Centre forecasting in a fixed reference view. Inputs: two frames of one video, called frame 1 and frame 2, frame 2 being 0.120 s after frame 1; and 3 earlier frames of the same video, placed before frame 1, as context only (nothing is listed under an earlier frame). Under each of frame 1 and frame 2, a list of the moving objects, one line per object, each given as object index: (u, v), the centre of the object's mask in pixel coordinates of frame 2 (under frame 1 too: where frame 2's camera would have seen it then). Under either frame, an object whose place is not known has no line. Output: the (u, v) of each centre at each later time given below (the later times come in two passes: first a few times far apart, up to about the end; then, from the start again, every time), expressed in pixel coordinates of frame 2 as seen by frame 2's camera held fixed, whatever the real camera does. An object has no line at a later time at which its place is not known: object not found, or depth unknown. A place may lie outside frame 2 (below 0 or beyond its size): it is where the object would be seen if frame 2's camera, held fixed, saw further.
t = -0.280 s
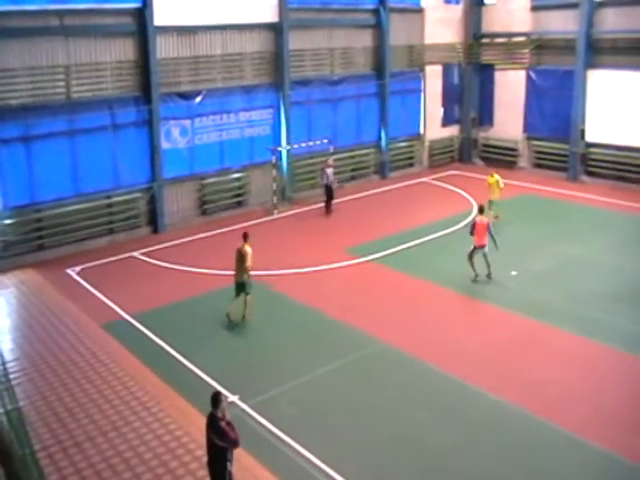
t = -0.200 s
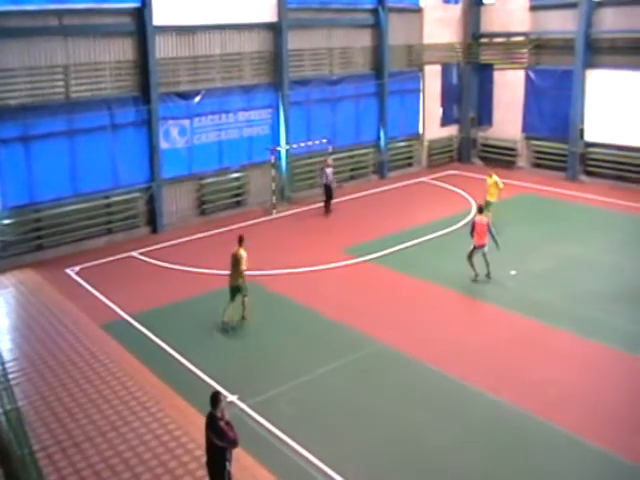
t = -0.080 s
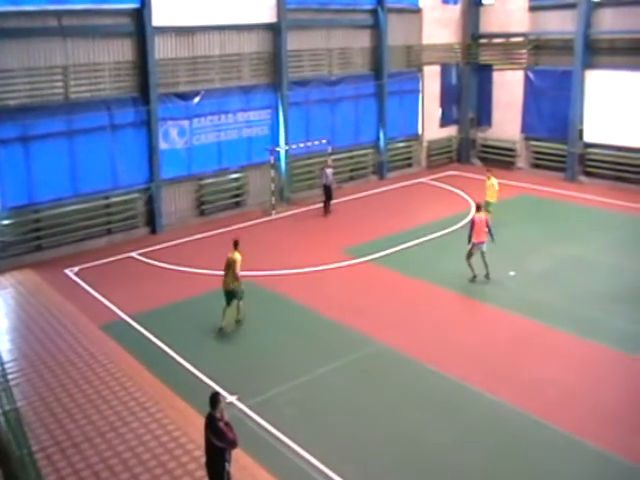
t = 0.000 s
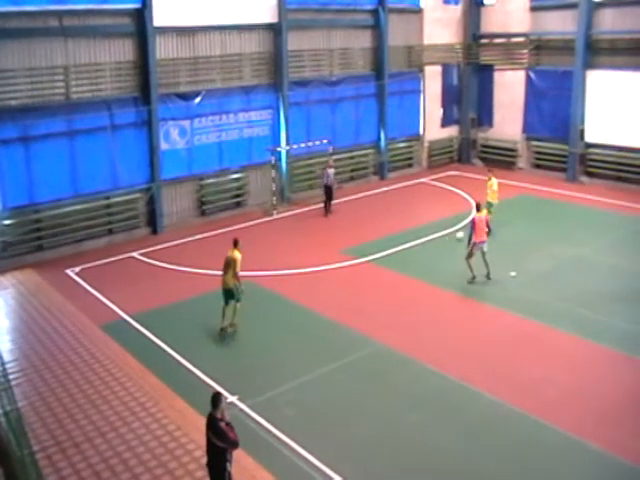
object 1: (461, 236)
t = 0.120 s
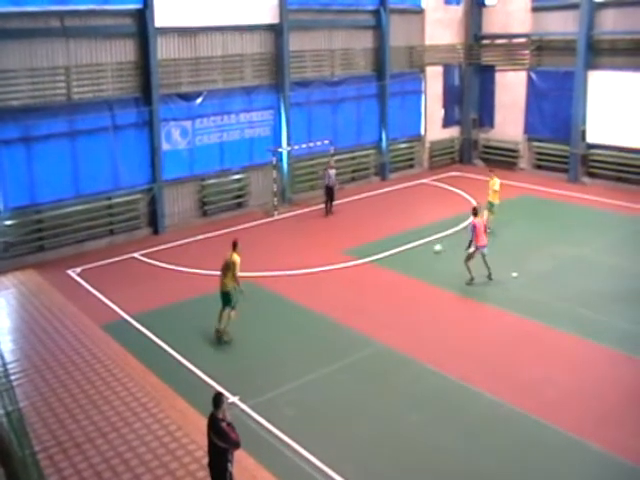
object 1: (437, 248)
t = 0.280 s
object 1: (406, 264)
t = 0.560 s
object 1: (349, 294)
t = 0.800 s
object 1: (303, 319)
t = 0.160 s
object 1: (430, 252)
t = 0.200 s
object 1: (421, 257)
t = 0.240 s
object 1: (413, 261)
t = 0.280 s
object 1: (406, 264)
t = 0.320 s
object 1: (397, 268)
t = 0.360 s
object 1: (390, 272)
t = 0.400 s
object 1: (381, 277)
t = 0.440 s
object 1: (373, 282)
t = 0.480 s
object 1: (366, 285)
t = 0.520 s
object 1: (358, 289)
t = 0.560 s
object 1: (349, 294)
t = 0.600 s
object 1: (342, 298)
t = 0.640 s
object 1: (334, 302)
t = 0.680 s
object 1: (326, 306)
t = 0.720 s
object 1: (318, 310)
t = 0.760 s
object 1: (310, 314)
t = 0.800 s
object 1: (303, 319)
